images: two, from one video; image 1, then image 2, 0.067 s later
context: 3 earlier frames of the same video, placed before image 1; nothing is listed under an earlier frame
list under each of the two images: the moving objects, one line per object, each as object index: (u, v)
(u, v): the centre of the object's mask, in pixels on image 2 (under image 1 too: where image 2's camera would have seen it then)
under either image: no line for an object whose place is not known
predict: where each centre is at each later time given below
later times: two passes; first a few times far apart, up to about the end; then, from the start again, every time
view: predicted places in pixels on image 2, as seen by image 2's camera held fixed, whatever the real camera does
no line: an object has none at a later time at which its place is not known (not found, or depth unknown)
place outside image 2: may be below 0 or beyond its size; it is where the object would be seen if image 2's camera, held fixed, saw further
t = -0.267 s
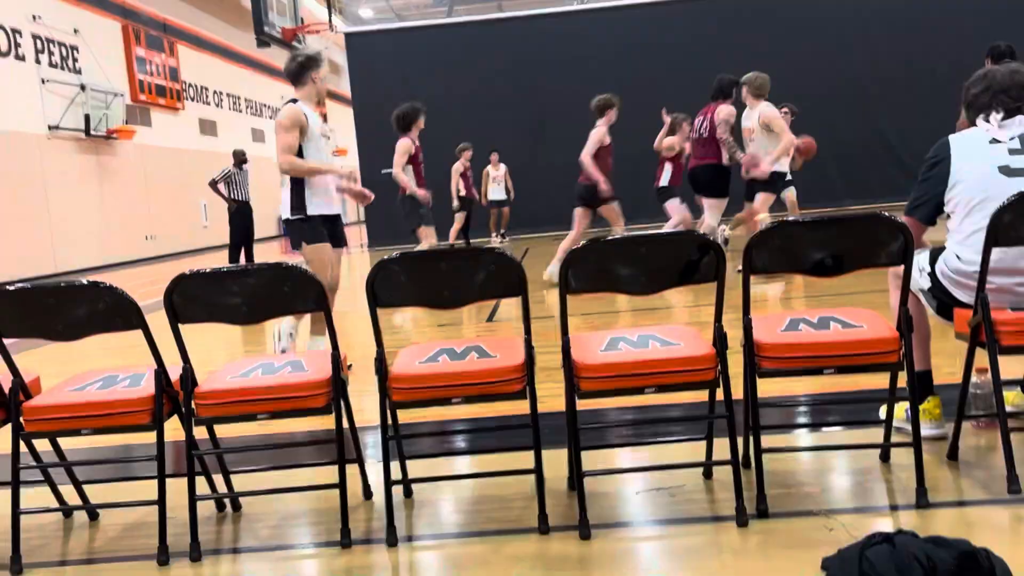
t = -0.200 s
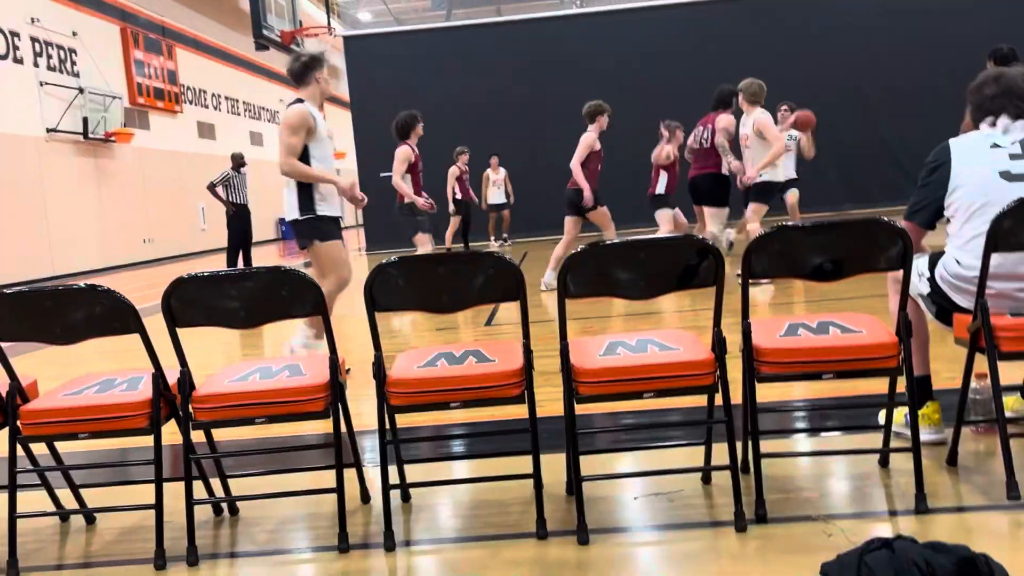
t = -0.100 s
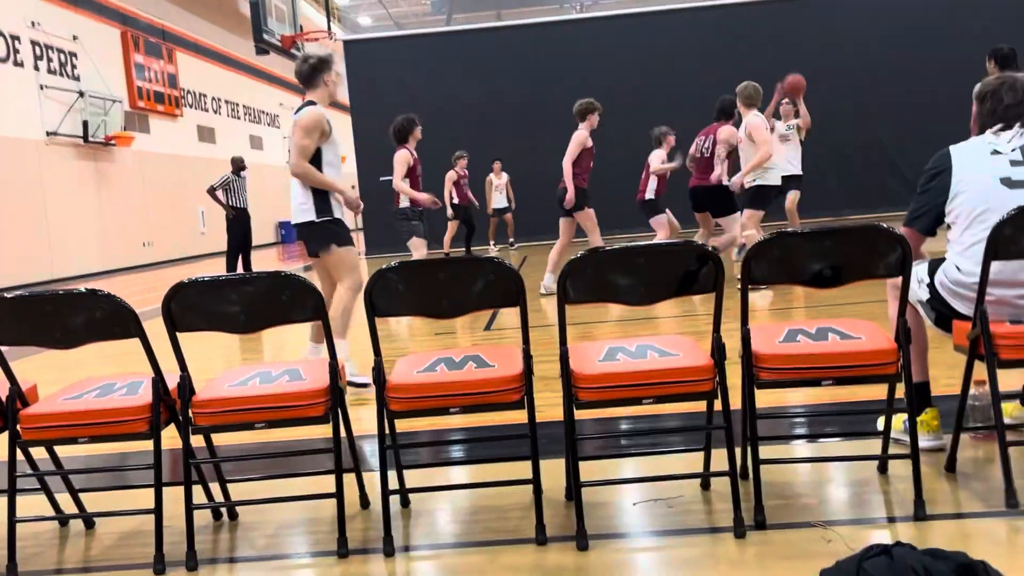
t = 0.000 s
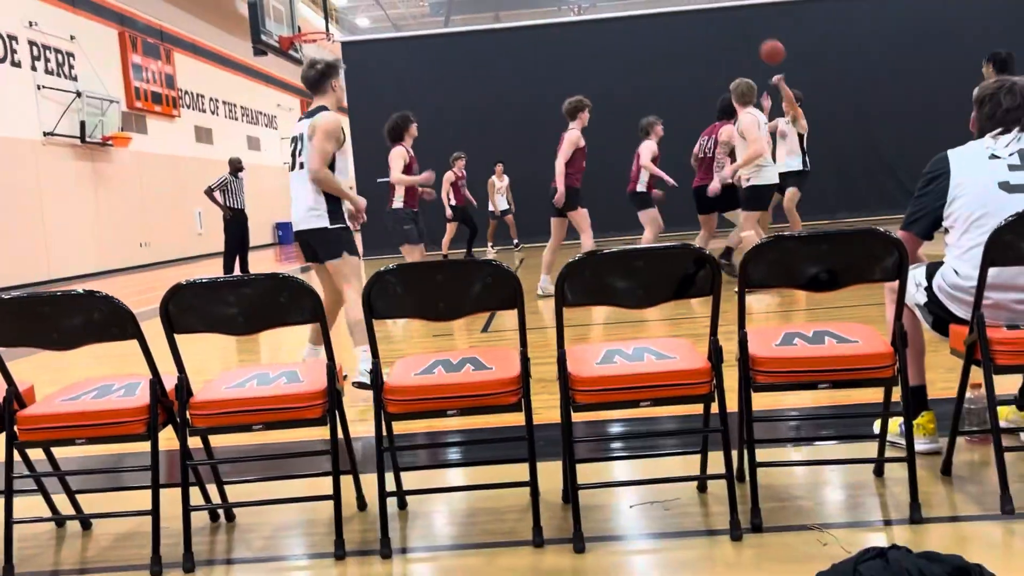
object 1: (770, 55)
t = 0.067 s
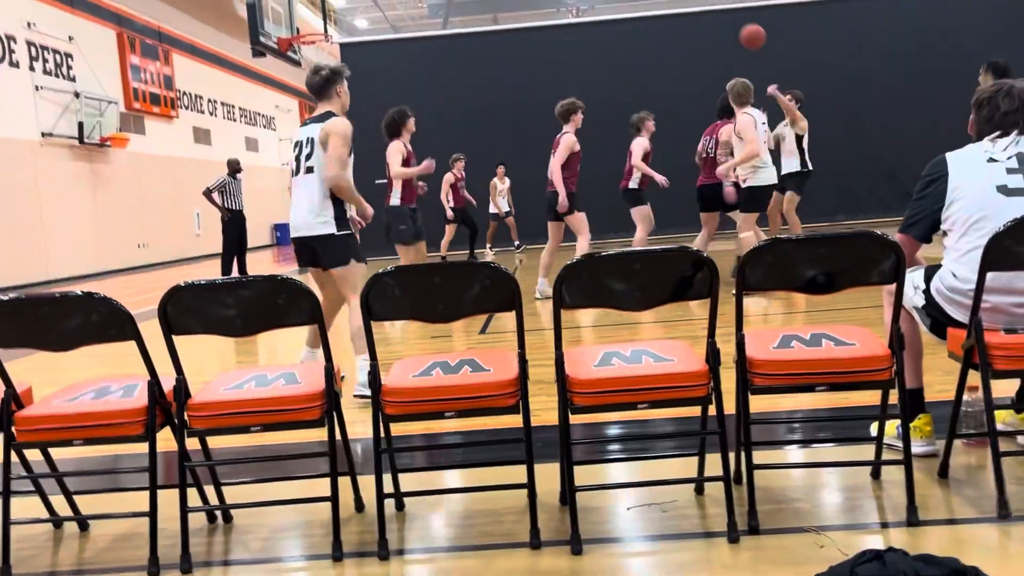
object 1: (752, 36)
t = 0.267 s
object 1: (693, 1)
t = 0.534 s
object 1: (585, 23)
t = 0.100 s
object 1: (743, 28)
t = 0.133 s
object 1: (733, 21)
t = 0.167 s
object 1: (723, 14)
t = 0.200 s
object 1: (713, 9)
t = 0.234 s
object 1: (703, 5)
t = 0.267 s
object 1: (693, 1)
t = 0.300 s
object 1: (680, 0)
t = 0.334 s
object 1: (669, -2)
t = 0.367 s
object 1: (656, -3)
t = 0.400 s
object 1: (643, -2)
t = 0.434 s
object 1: (630, 1)
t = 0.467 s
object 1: (616, 8)
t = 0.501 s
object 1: (601, 15)
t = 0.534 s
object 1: (585, 23)
